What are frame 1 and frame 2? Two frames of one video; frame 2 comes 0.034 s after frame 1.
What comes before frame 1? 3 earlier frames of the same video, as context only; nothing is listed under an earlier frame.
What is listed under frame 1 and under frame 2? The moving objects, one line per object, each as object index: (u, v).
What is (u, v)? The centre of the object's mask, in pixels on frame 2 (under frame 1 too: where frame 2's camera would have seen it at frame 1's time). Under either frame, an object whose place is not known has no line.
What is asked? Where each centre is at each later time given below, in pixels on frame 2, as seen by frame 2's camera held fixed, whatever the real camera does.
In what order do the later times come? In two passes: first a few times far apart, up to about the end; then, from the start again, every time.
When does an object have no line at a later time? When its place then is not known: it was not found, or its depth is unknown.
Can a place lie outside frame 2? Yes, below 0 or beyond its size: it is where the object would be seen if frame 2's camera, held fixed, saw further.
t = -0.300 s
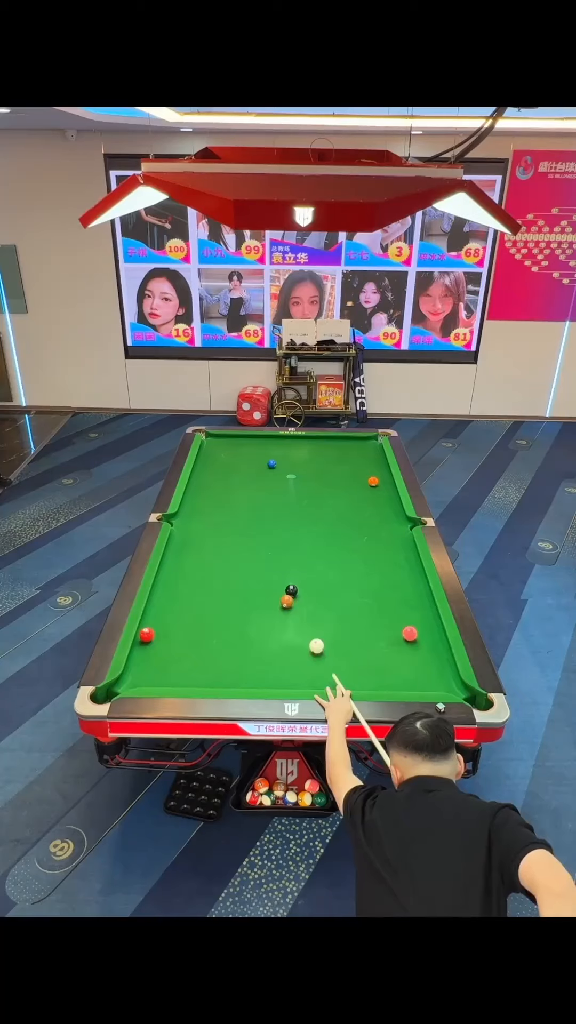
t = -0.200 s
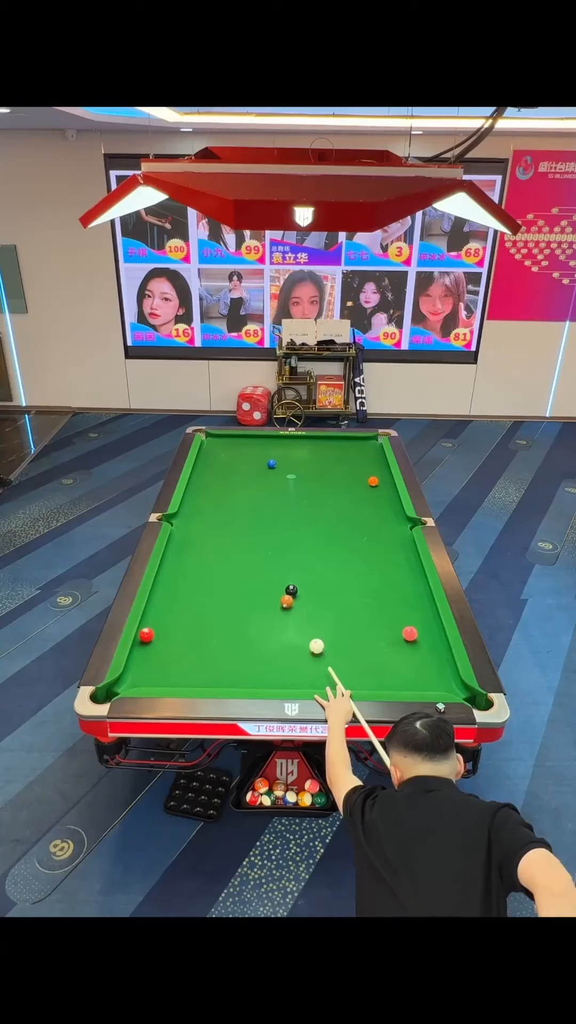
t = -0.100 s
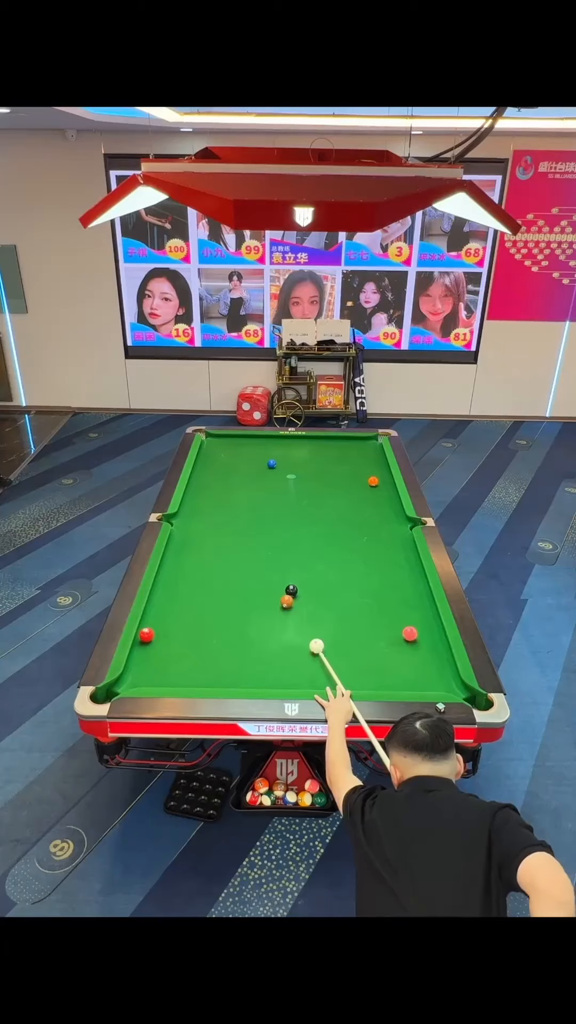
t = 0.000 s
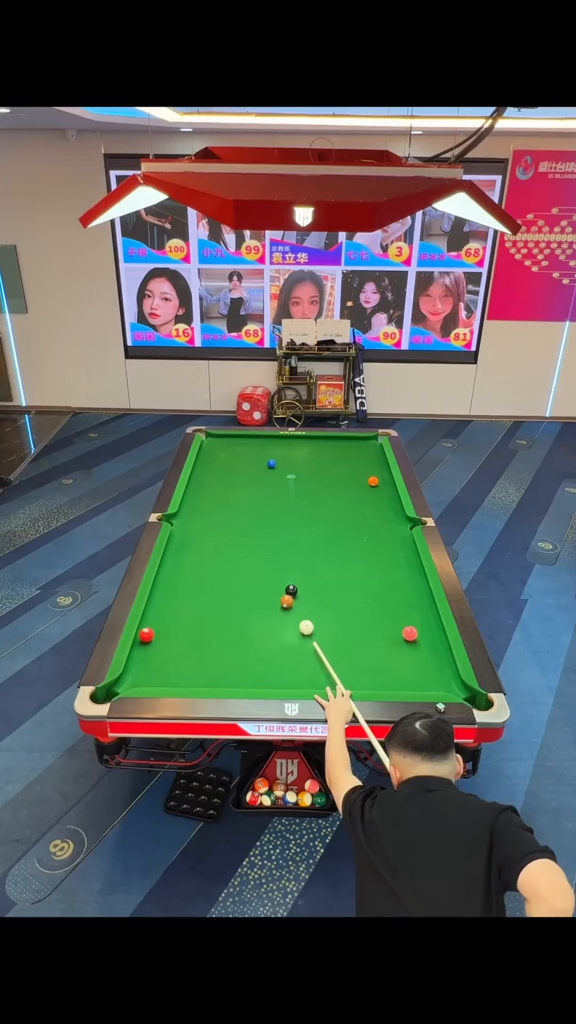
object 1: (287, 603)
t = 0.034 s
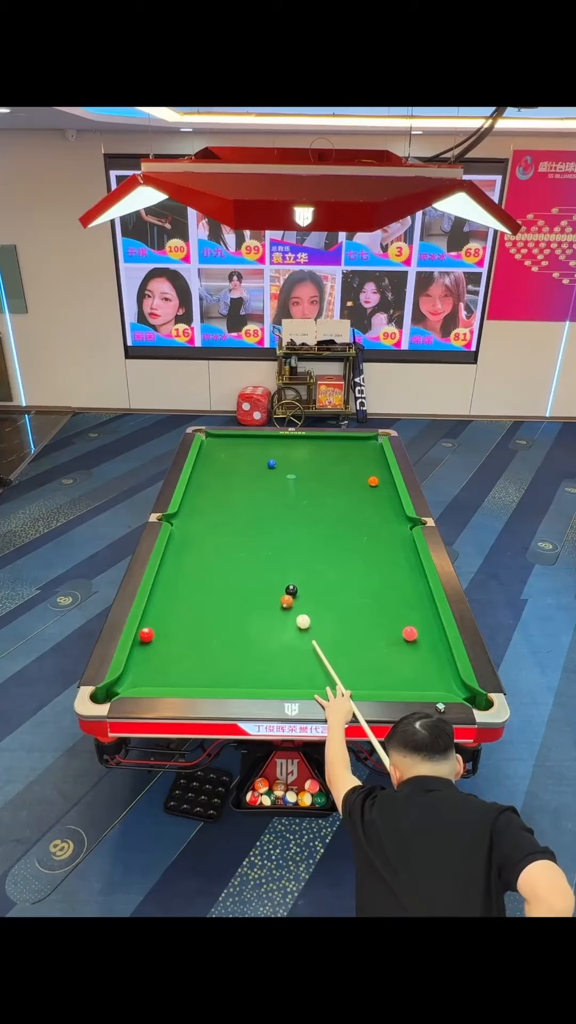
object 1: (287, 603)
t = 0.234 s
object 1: (277, 595)
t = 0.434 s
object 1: (262, 585)
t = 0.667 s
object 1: (246, 574)
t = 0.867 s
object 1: (234, 565)
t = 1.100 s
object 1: (221, 556)
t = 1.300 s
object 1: (210, 549)
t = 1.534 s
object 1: (199, 542)
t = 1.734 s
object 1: (190, 536)
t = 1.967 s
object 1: (181, 530)
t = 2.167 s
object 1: (176, 526)
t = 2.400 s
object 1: (177, 521)
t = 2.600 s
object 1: (179, 519)
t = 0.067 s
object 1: (287, 603)
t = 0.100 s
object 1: (287, 602)
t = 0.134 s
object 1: (286, 602)
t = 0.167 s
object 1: (283, 600)
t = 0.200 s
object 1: (280, 597)
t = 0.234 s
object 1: (277, 595)
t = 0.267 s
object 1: (275, 594)
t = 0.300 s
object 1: (272, 592)
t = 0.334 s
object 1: (269, 590)
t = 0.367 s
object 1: (267, 588)
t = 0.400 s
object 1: (264, 587)
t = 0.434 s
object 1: (262, 585)
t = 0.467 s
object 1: (260, 583)
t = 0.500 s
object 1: (257, 582)
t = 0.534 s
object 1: (255, 580)
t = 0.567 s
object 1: (253, 579)
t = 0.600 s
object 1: (251, 577)
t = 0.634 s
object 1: (248, 575)
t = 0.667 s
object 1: (246, 574)
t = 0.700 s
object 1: (244, 572)
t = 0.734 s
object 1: (242, 571)
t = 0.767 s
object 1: (240, 569)
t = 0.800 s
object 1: (238, 568)
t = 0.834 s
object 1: (236, 567)
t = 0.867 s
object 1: (234, 565)
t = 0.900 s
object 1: (232, 564)
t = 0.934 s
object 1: (230, 562)
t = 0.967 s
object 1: (228, 561)
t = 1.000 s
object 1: (226, 560)
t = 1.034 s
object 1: (224, 558)
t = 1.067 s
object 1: (222, 557)
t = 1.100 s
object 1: (221, 556)
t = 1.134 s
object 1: (219, 555)
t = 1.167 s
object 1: (217, 554)
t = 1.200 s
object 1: (215, 553)
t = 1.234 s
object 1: (213, 552)
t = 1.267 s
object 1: (212, 550)
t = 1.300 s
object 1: (210, 549)
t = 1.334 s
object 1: (209, 548)
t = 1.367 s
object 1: (207, 547)
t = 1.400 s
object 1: (205, 546)
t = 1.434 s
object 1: (203, 545)
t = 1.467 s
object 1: (202, 544)
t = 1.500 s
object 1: (200, 543)
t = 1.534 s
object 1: (199, 542)
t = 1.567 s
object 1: (197, 541)
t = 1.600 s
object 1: (196, 540)
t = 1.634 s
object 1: (194, 539)
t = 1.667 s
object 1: (193, 538)
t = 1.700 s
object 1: (192, 537)
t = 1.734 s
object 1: (190, 536)
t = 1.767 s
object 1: (189, 535)
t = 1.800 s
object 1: (188, 534)
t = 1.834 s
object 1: (186, 534)
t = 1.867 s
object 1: (185, 533)
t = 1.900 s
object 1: (184, 532)
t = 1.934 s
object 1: (182, 531)
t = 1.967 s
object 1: (181, 530)
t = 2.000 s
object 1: (180, 529)
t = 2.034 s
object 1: (179, 529)
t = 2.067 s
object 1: (177, 528)
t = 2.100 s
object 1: (176, 527)
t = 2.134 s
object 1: (176, 526)
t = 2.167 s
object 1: (176, 526)
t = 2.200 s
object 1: (177, 525)
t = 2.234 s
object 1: (177, 525)
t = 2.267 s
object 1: (177, 524)
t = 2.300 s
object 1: (177, 523)
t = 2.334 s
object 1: (177, 522)
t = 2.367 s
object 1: (177, 522)
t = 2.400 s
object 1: (177, 521)
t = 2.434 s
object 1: (177, 521)
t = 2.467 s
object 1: (178, 520)
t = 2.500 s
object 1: (178, 520)
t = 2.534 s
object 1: (178, 520)
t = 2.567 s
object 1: (179, 519)
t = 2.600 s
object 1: (179, 519)
